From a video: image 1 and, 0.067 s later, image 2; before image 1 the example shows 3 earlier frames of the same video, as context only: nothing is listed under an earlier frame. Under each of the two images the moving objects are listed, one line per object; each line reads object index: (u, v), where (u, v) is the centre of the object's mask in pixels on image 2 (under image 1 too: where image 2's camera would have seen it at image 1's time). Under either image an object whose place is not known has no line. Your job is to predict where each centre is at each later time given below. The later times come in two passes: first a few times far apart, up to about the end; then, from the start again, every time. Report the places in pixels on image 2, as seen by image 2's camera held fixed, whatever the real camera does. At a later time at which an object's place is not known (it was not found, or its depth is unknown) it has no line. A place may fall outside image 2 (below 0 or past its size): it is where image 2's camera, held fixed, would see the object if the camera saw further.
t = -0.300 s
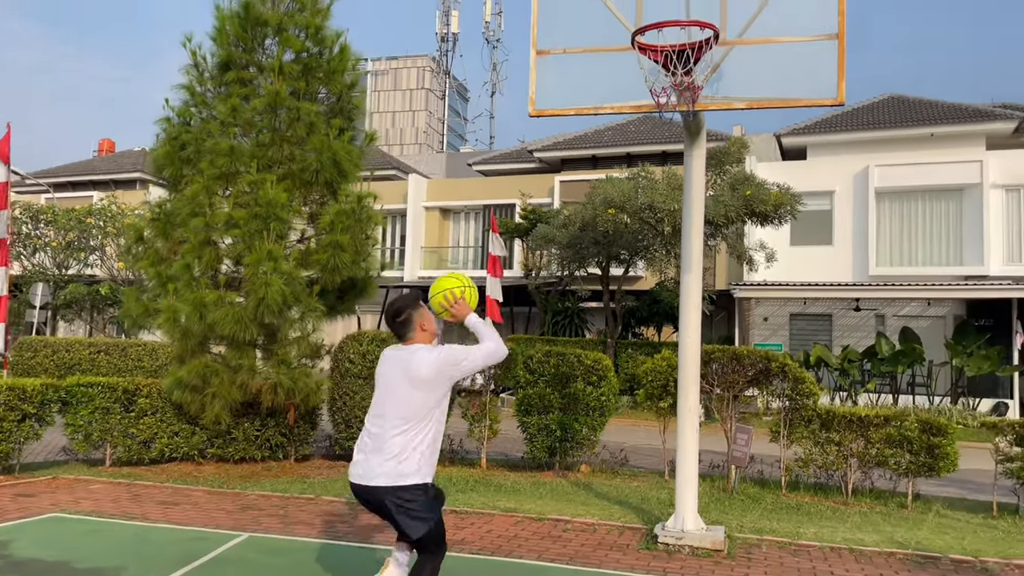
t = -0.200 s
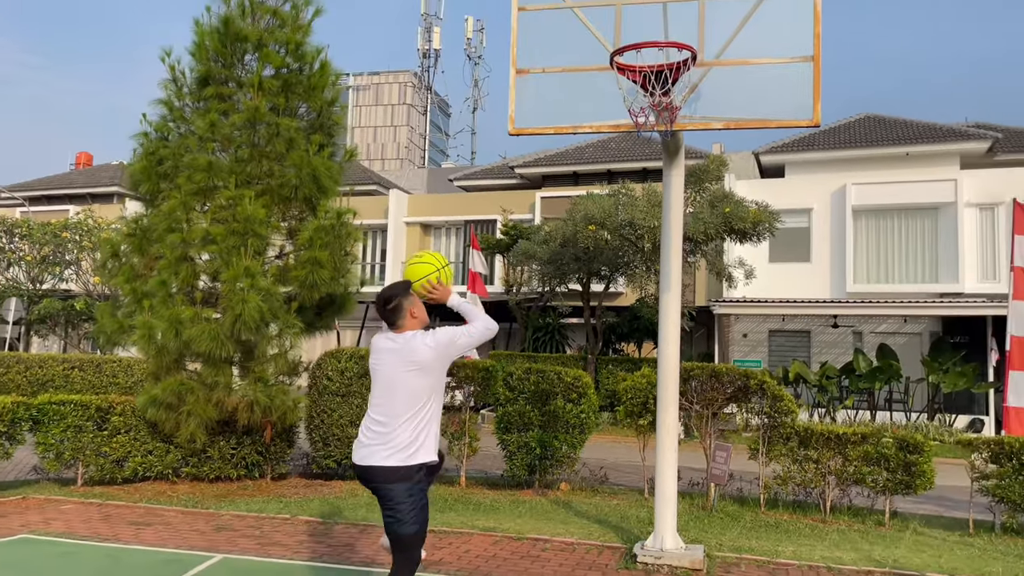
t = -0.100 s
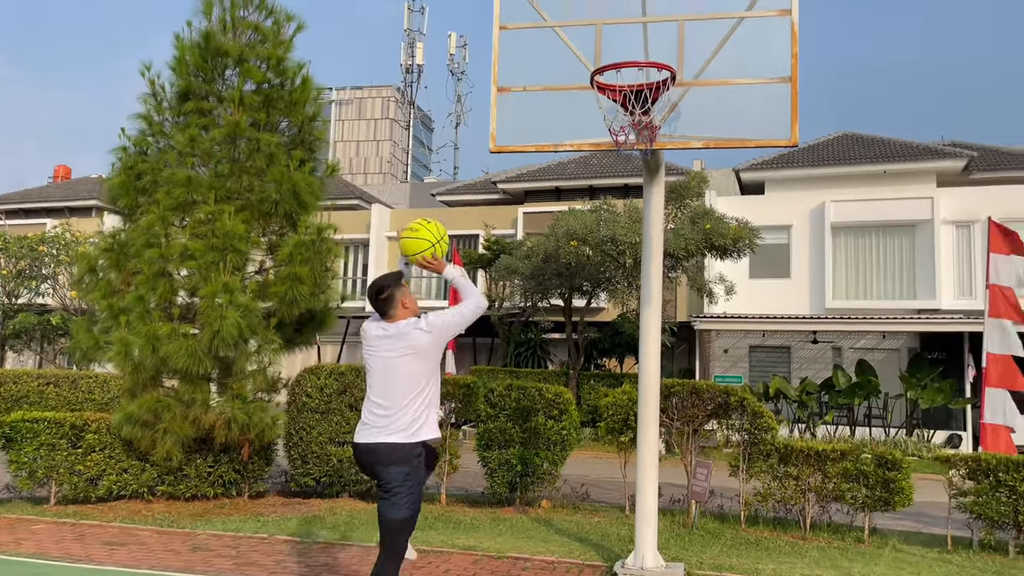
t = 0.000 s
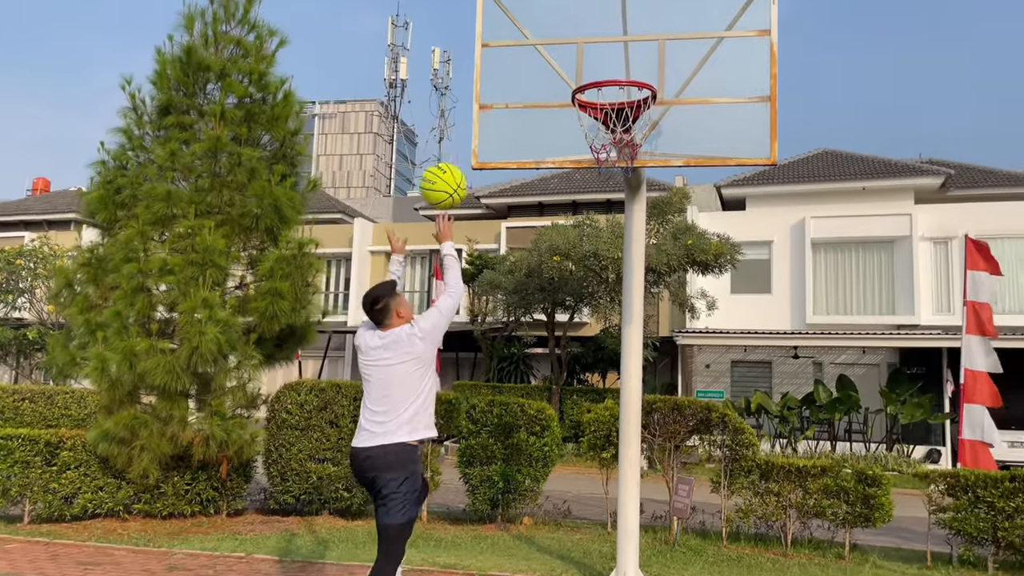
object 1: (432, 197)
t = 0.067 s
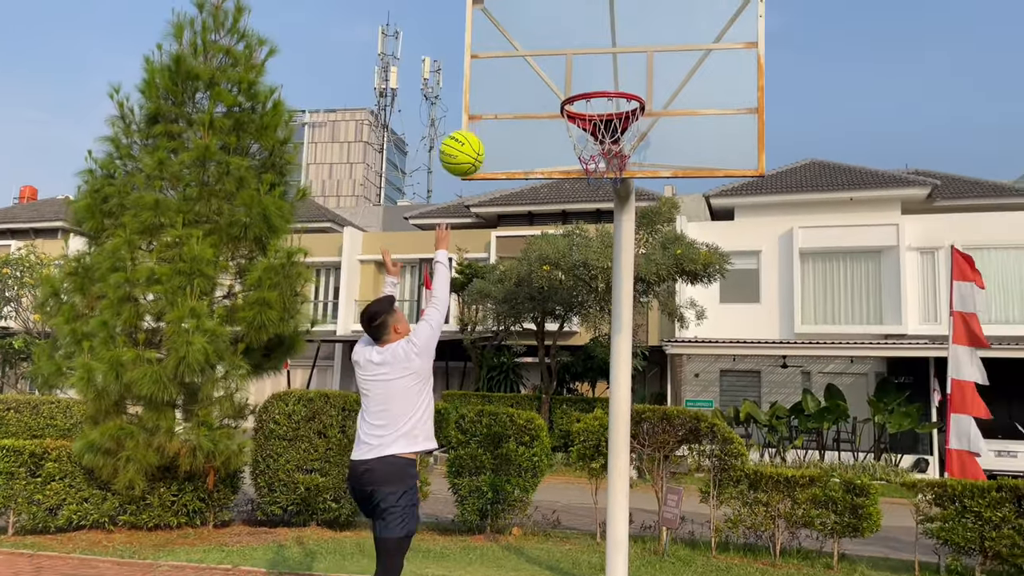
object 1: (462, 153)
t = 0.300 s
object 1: (551, 76)
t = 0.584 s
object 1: (606, 76)
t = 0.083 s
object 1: (469, 144)
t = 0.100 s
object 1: (475, 135)
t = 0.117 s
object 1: (483, 127)
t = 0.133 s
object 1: (489, 120)
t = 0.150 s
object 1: (496, 113)
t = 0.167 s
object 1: (502, 107)
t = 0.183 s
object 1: (508, 101)
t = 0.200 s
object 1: (515, 96)
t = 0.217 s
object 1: (521, 91)
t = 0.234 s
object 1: (527, 87)
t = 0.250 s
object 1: (533, 84)
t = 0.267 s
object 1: (539, 80)
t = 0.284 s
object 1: (545, 78)
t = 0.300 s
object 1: (551, 76)
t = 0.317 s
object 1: (556, 74)
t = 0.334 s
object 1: (562, 73)
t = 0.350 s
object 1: (567, 72)
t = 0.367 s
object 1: (573, 71)
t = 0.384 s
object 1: (577, 71)
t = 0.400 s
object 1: (579, 69)
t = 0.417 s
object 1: (582, 68)
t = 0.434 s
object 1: (584, 67)
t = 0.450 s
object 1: (587, 67)
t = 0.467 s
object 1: (589, 67)
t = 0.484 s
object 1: (591, 68)
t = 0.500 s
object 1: (593, 69)
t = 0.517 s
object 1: (596, 70)
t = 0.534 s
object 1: (598, 72)
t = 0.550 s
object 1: (600, 73)
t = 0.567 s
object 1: (603, 75)
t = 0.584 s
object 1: (606, 76)
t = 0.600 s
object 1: (608, 84)
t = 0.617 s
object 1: (610, 89)
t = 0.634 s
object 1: (613, 96)
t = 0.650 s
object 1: (615, 102)
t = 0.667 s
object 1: (617, 111)
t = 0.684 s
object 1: (615, 115)
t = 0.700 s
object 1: (613, 119)
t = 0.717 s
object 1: (611, 126)
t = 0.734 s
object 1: (608, 132)
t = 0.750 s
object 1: (605, 140)
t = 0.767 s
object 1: (602, 148)
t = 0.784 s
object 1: (599, 156)
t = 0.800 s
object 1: (596, 164)
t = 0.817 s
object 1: (595, 173)
